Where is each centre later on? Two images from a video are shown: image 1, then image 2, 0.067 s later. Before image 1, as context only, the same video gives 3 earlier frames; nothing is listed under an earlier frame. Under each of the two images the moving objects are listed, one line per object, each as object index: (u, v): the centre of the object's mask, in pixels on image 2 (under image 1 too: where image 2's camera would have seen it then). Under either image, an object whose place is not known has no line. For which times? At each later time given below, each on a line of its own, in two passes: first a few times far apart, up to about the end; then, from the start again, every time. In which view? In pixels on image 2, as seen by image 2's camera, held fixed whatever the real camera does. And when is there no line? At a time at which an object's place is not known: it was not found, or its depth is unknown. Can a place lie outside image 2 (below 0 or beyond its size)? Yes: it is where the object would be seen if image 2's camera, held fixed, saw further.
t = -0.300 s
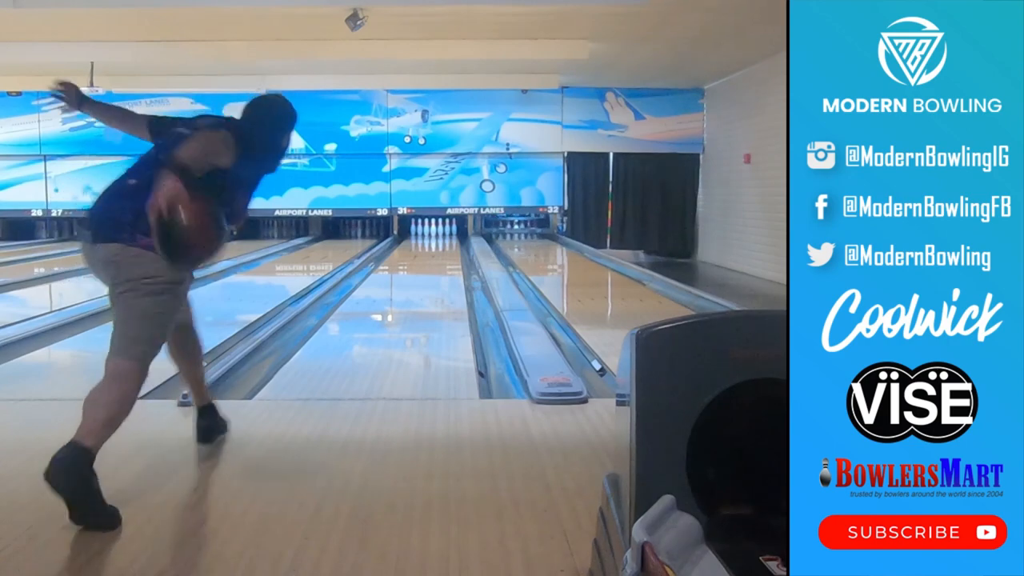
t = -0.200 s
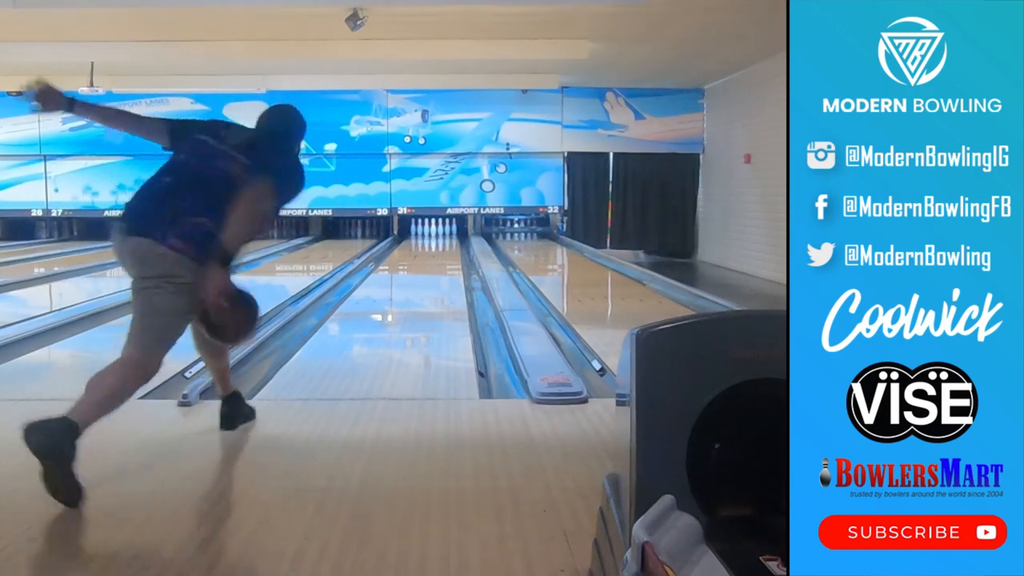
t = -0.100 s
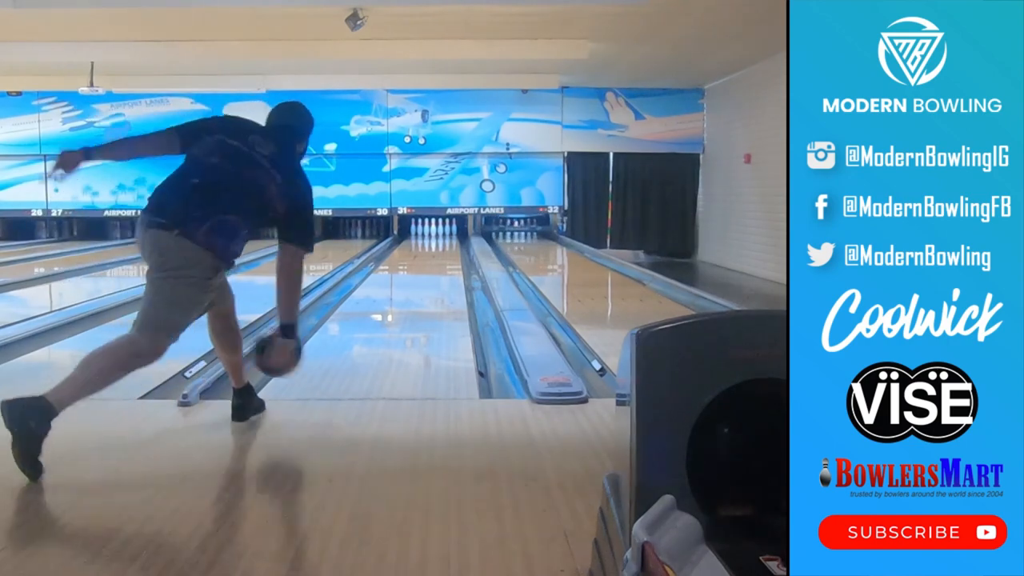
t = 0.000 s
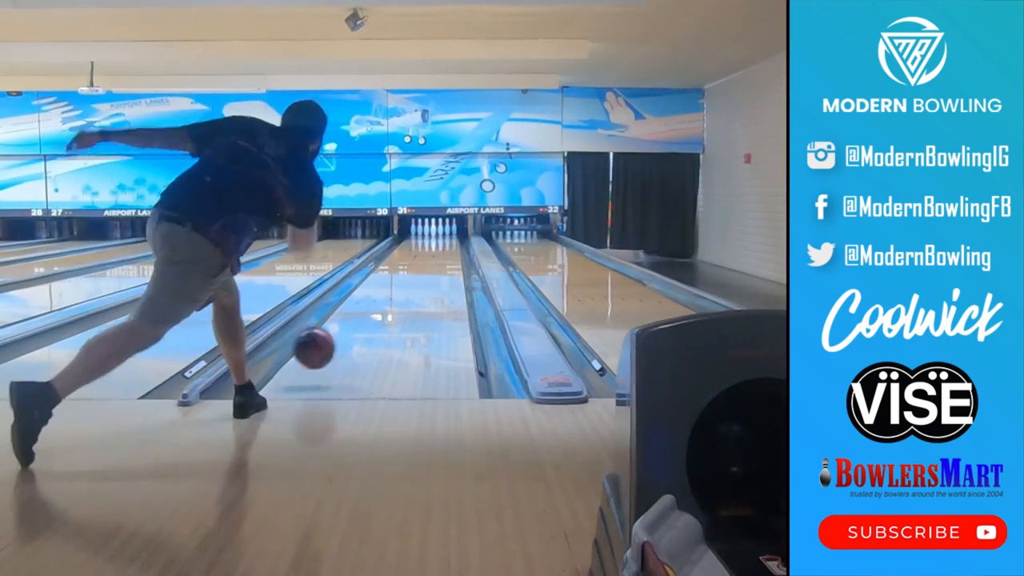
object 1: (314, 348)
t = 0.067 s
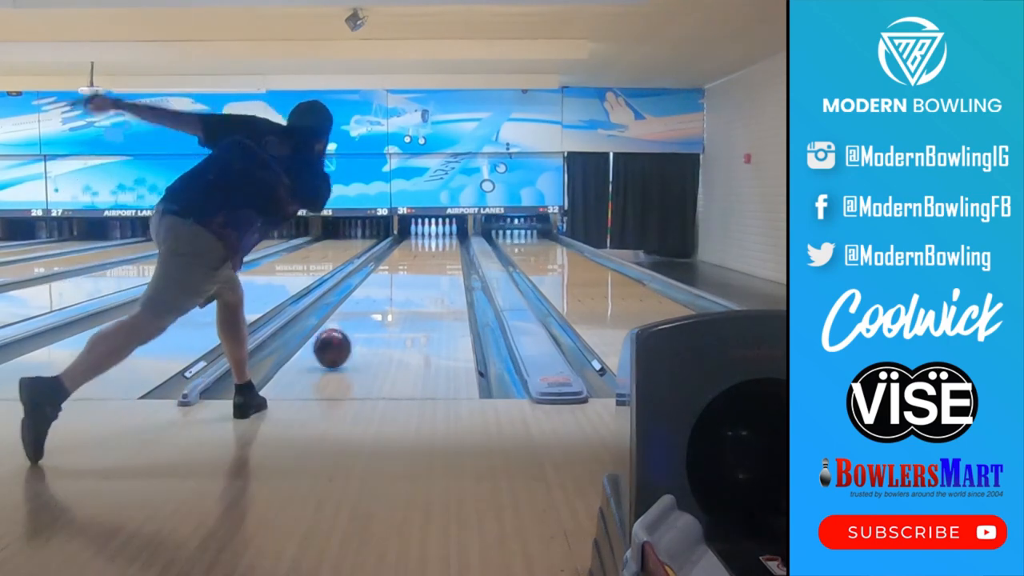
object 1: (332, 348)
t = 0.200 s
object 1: (359, 324)
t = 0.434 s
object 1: (391, 295)
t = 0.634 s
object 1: (408, 279)
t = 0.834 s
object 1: (421, 268)
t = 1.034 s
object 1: (430, 260)
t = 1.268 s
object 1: (437, 251)
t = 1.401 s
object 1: (441, 247)
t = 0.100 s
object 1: (340, 341)
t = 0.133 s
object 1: (347, 336)
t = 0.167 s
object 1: (354, 329)
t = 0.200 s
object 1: (359, 324)
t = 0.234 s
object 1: (365, 319)
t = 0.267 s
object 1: (370, 314)
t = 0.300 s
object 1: (374, 310)
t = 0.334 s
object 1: (379, 306)
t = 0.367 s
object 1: (383, 302)
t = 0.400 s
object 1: (387, 298)
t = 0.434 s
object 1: (391, 295)
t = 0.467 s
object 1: (394, 292)
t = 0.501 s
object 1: (398, 289)
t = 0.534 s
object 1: (400, 286)
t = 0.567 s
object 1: (403, 284)
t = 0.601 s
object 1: (406, 281)
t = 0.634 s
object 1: (408, 279)
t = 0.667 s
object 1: (411, 277)
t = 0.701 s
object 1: (413, 275)
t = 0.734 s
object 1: (415, 273)
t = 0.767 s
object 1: (417, 271)
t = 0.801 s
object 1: (419, 270)
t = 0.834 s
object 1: (421, 268)
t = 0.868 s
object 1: (422, 266)
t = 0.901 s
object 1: (424, 265)
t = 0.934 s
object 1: (425, 264)
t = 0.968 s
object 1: (427, 263)
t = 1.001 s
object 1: (429, 261)
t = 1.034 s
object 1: (430, 260)
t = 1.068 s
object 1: (431, 258)
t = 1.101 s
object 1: (433, 257)
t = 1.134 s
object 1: (434, 256)
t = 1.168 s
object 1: (435, 254)
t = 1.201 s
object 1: (436, 253)
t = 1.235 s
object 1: (437, 252)
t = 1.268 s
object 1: (437, 251)
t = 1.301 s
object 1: (438, 250)
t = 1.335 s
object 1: (440, 249)
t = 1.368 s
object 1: (440, 248)
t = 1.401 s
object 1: (441, 247)
